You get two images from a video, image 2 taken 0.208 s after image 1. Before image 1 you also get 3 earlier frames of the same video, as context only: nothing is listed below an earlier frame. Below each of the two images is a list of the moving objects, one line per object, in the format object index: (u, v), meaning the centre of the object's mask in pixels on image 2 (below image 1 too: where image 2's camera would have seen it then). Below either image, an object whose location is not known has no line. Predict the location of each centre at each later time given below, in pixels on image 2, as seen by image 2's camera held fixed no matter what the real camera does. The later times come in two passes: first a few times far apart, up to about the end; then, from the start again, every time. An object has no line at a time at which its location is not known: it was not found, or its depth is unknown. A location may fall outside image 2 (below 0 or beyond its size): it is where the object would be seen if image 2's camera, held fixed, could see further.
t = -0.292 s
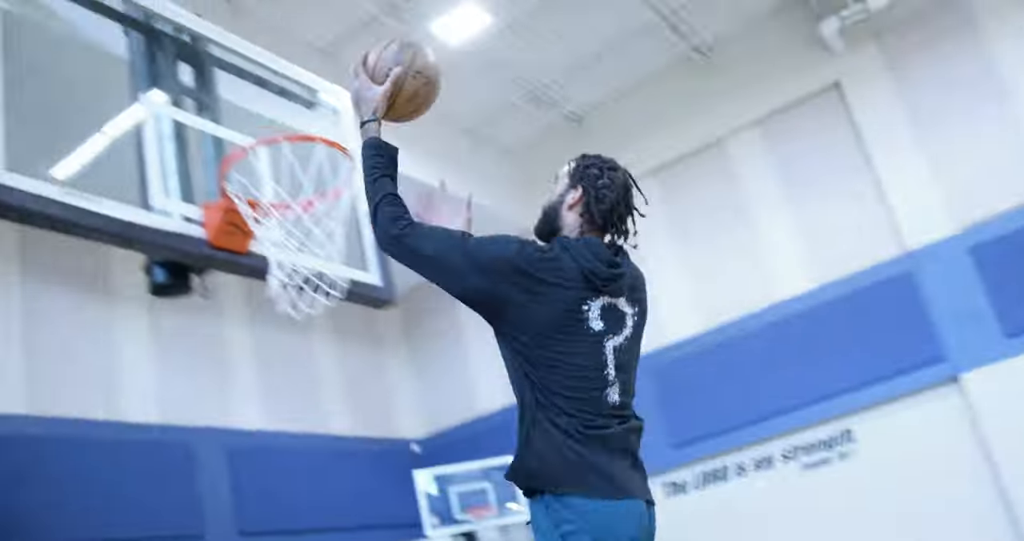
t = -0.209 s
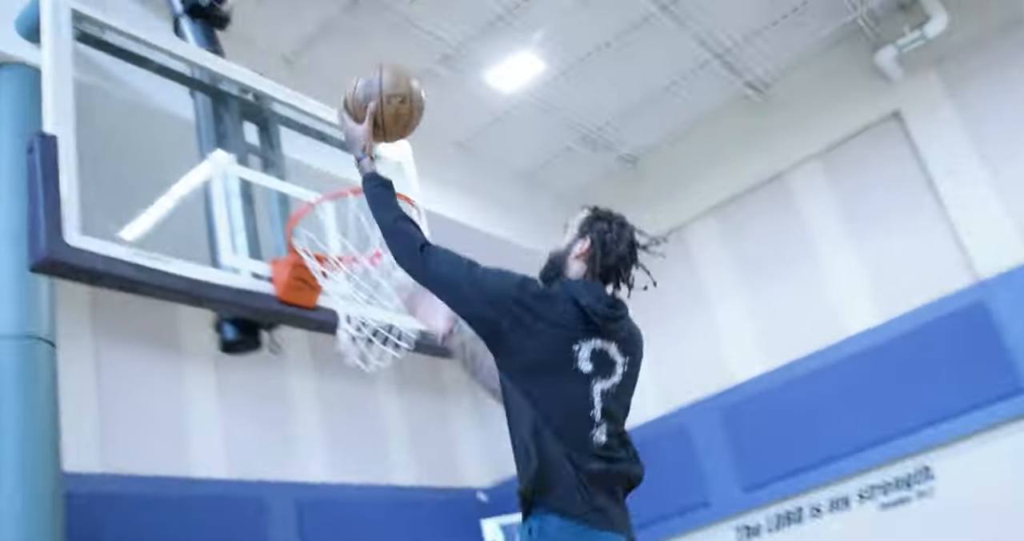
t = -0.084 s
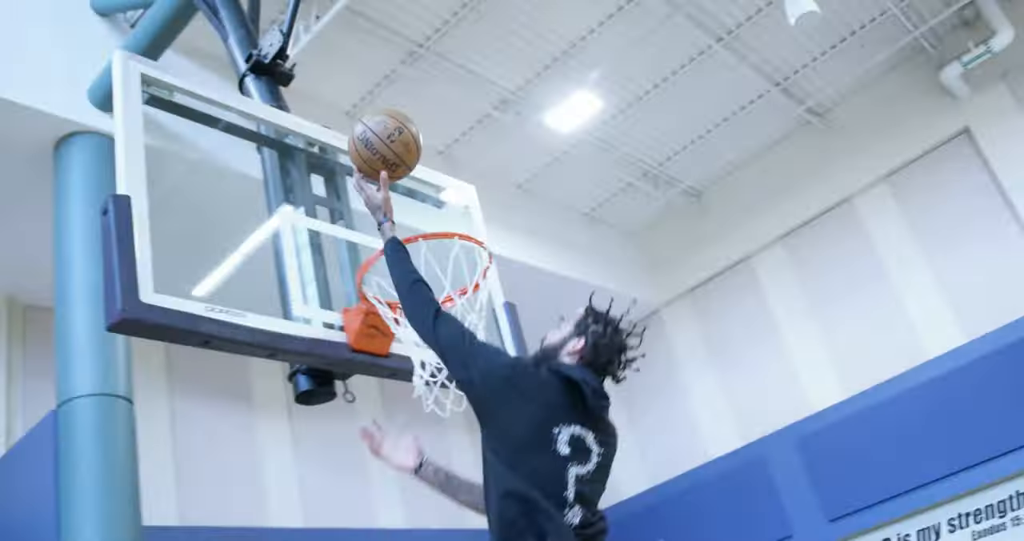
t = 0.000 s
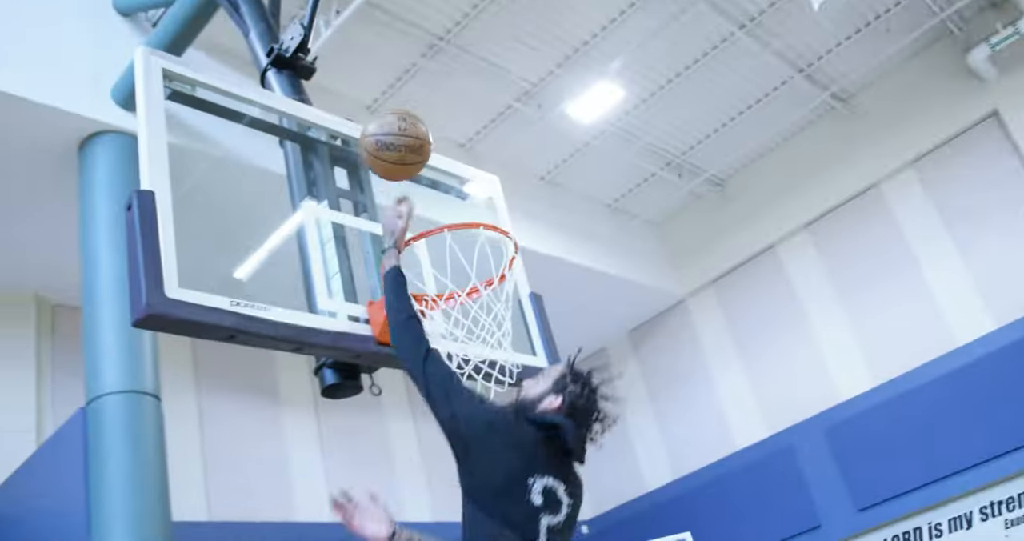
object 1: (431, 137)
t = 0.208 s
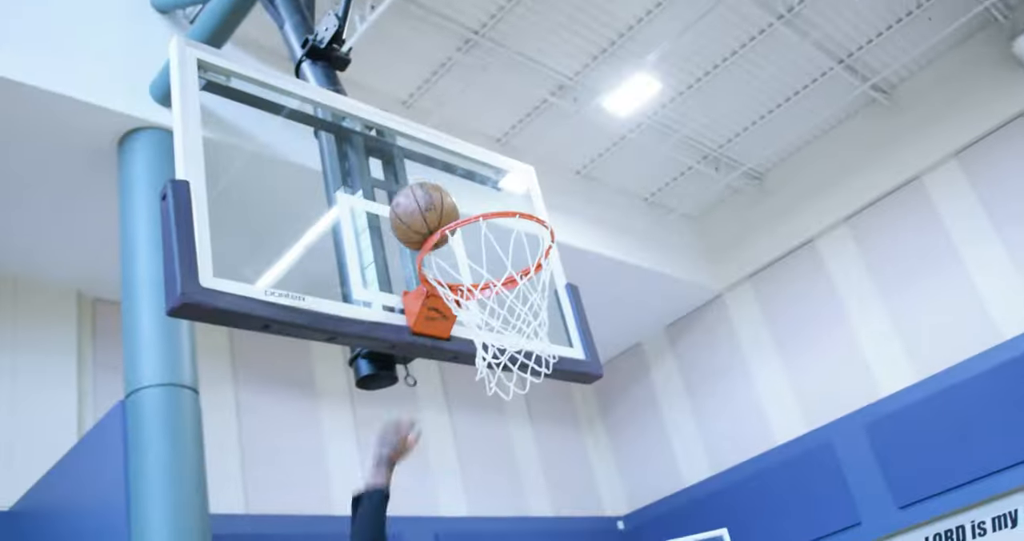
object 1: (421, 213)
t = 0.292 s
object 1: (413, 210)
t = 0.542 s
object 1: (420, 236)
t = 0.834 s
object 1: (482, 282)
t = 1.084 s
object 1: (569, 496)
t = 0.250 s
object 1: (417, 210)
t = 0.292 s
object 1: (413, 210)
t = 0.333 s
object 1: (410, 214)
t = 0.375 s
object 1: (406, 220)
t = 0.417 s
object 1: (403, 230)
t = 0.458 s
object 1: (403, 238)
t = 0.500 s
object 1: (409, 238)
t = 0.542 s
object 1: (420, 236)
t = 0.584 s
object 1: (429, 234)
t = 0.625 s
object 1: (437, 230)
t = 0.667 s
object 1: (444, 236)
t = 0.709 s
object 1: (453, 240)
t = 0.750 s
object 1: (462, 253)
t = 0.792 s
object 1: (469, 264)
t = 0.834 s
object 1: (482, 282)
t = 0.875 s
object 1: (494, 303)
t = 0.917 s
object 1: (504, 332)
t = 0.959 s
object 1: (524, 370)
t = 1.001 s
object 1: (536, 402)
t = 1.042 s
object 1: (552, 446)
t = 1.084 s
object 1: (569, 496)
